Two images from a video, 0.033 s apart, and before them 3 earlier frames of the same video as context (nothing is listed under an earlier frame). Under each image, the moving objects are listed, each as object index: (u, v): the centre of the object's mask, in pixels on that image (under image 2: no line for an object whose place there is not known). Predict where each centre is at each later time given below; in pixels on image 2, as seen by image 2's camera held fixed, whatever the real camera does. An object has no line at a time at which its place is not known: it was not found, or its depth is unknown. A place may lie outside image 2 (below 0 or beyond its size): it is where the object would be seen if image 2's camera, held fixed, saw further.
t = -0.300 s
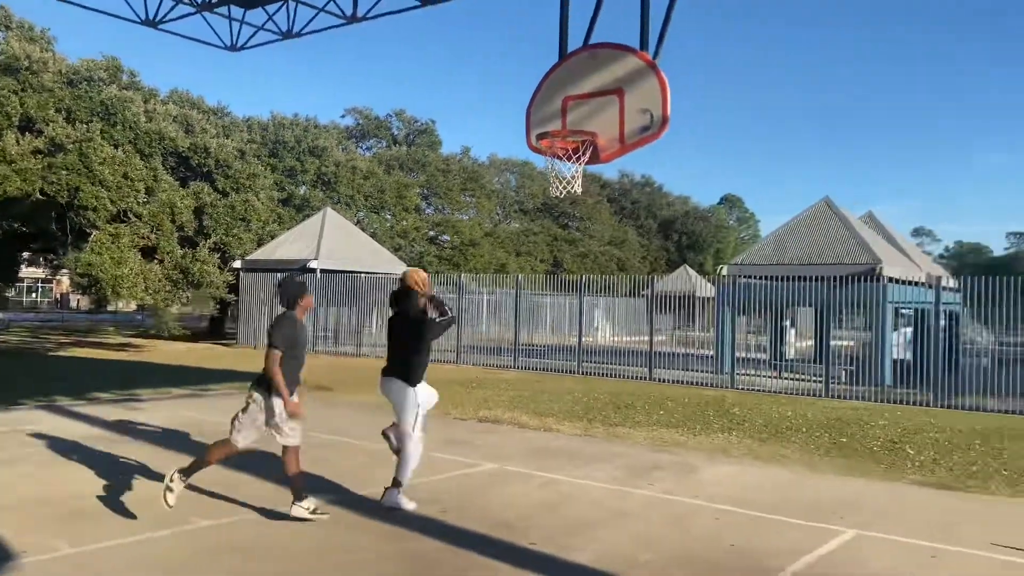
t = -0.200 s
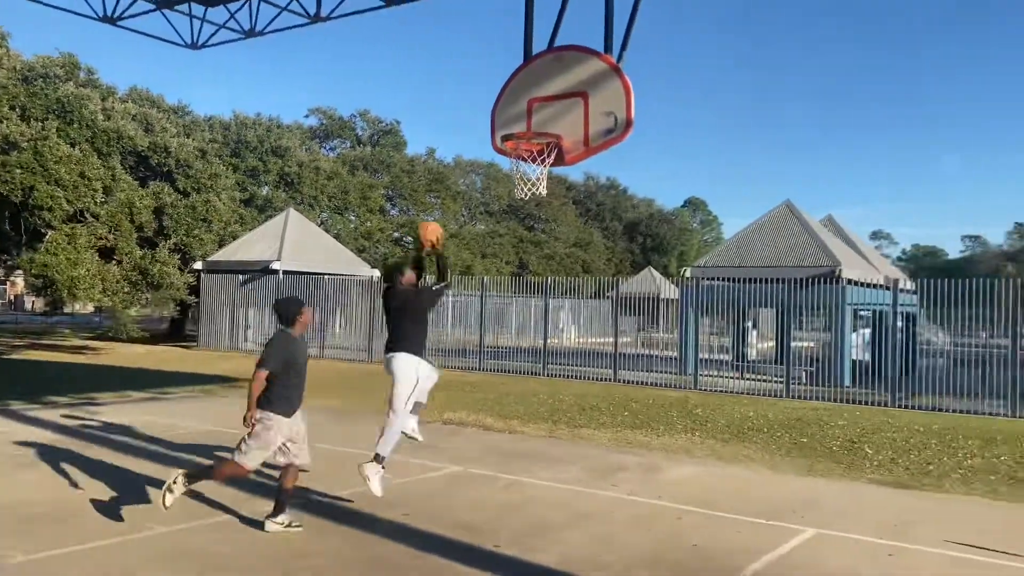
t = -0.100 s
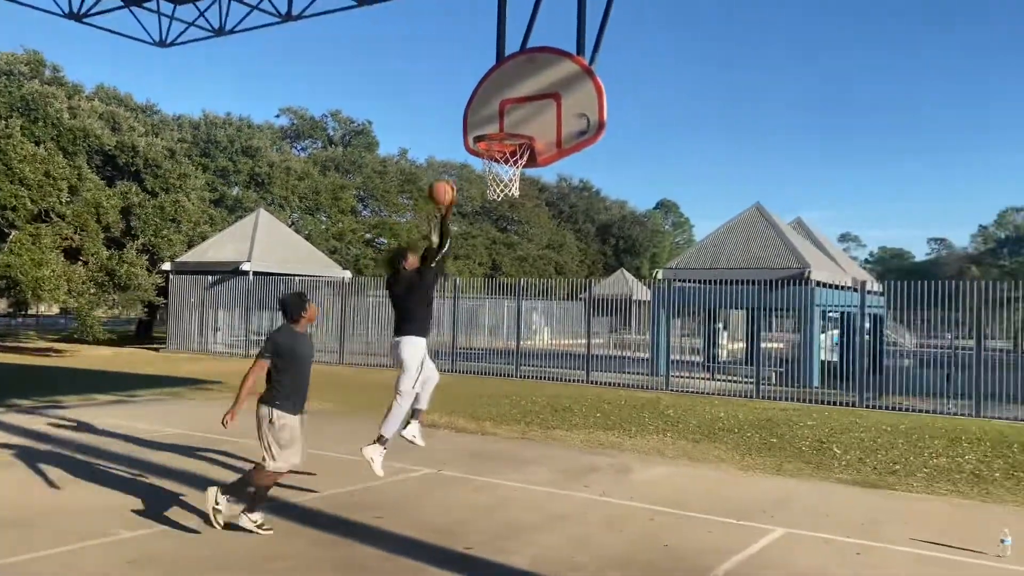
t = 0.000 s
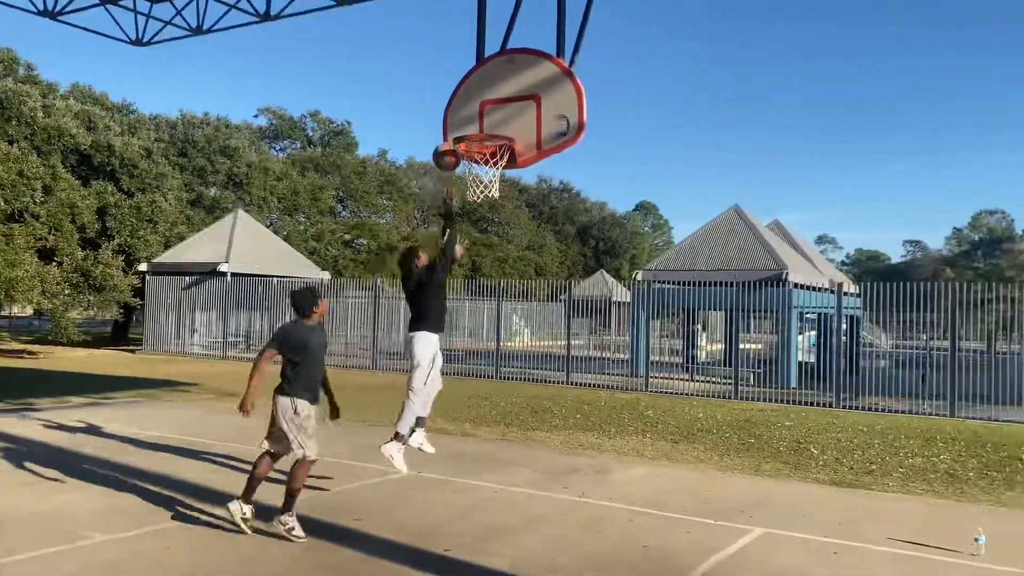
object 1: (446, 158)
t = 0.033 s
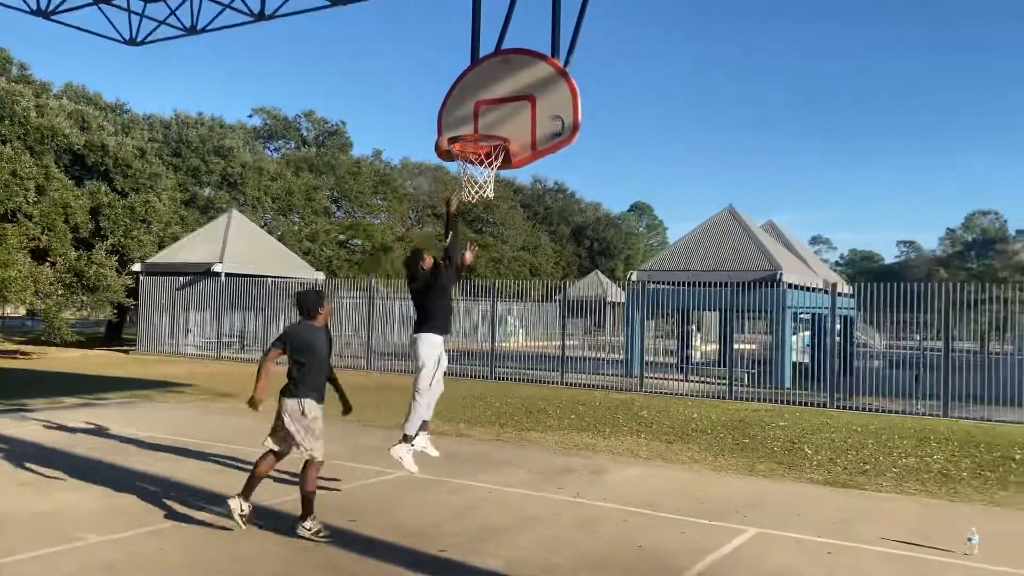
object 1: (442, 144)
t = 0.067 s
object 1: (455, 132)
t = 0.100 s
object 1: (461, 128)
